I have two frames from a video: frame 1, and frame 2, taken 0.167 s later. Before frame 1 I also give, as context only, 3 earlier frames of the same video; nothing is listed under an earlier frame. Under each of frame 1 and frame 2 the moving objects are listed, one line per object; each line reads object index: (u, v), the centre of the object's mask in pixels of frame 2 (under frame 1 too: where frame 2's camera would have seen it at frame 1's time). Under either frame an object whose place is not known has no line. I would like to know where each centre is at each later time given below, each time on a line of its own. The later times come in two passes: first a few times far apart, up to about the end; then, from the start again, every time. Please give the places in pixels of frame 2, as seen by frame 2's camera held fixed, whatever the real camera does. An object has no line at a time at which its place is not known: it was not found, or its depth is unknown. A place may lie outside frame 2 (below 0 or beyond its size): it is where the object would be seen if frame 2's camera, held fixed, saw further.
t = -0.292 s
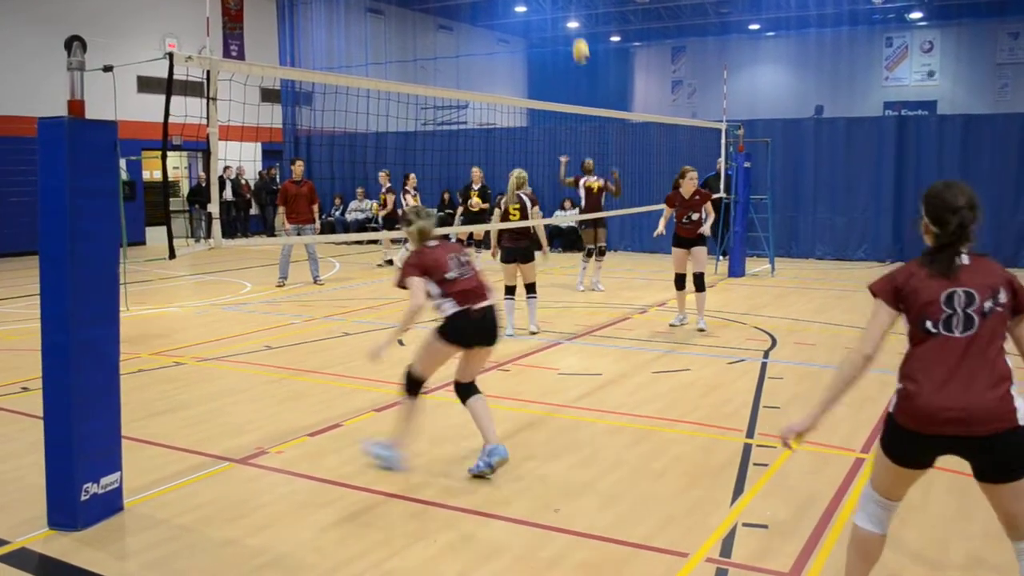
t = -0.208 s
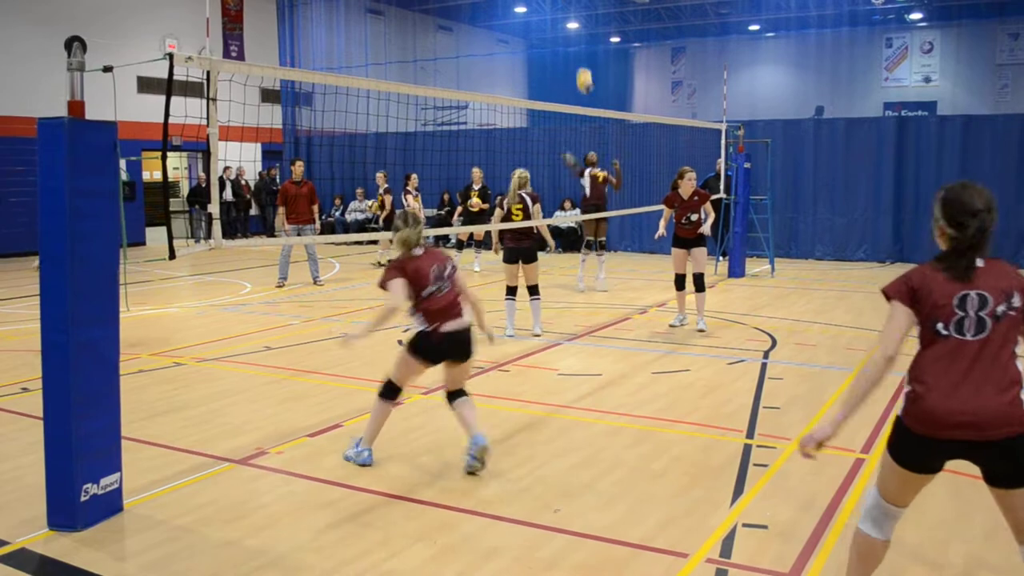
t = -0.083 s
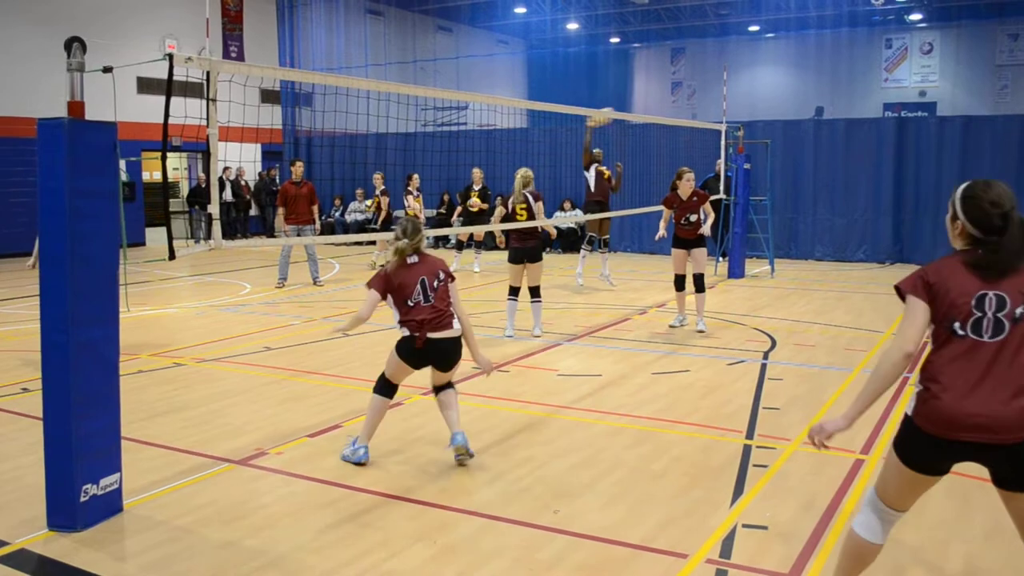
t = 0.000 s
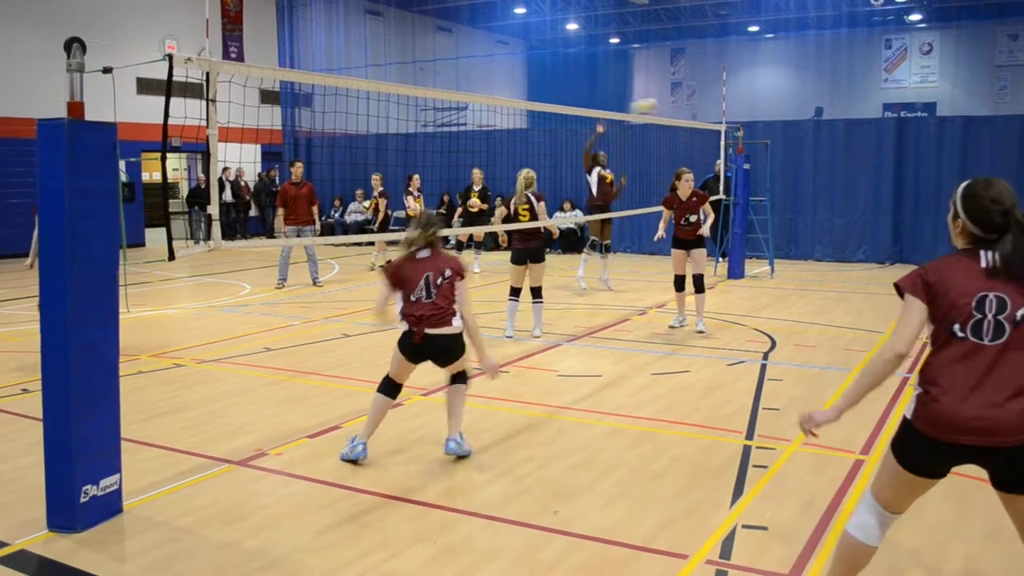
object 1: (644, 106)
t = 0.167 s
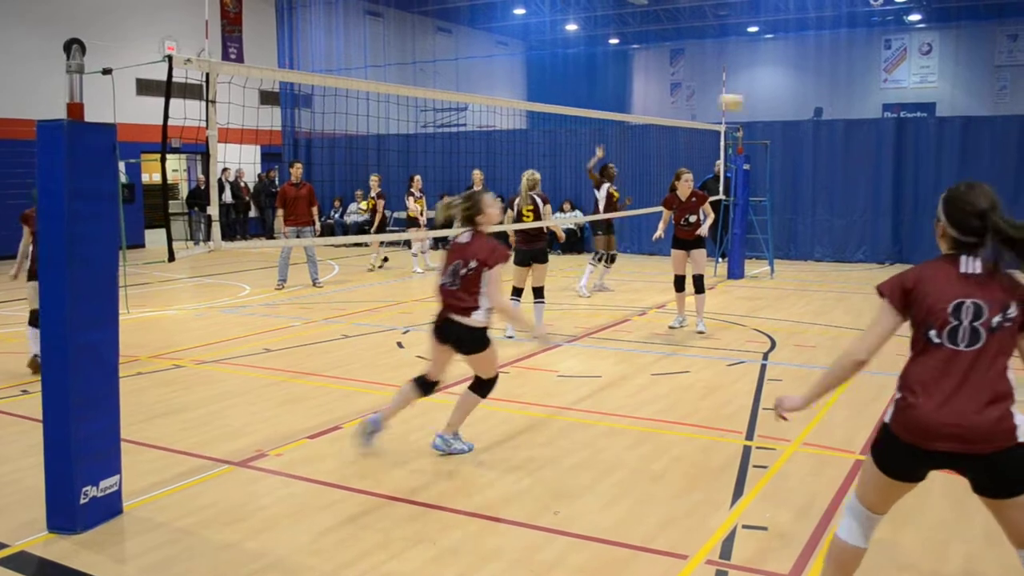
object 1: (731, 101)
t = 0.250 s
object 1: (778, 108)
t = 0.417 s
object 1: (872, 139)
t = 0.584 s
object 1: (973, 197)
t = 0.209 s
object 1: (754, 104)
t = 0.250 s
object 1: (778, 108)
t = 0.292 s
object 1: (801, 113)
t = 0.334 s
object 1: (825, 120)
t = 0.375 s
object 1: (847, 128)
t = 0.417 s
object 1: (872, 139)
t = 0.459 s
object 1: (897, 151)
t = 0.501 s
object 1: (922, 164)
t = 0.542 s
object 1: (948, 180)
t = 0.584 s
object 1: (973, 197)
